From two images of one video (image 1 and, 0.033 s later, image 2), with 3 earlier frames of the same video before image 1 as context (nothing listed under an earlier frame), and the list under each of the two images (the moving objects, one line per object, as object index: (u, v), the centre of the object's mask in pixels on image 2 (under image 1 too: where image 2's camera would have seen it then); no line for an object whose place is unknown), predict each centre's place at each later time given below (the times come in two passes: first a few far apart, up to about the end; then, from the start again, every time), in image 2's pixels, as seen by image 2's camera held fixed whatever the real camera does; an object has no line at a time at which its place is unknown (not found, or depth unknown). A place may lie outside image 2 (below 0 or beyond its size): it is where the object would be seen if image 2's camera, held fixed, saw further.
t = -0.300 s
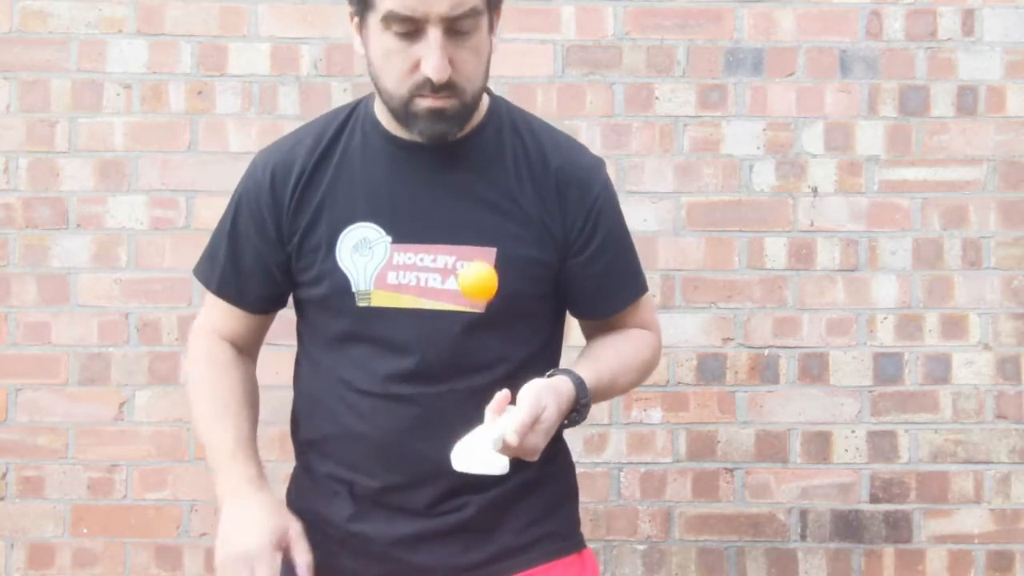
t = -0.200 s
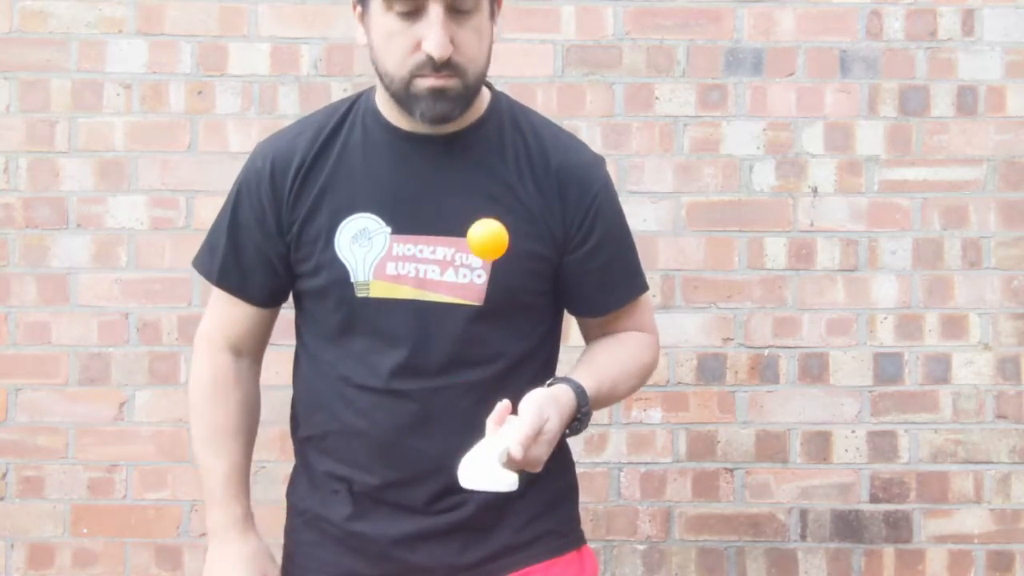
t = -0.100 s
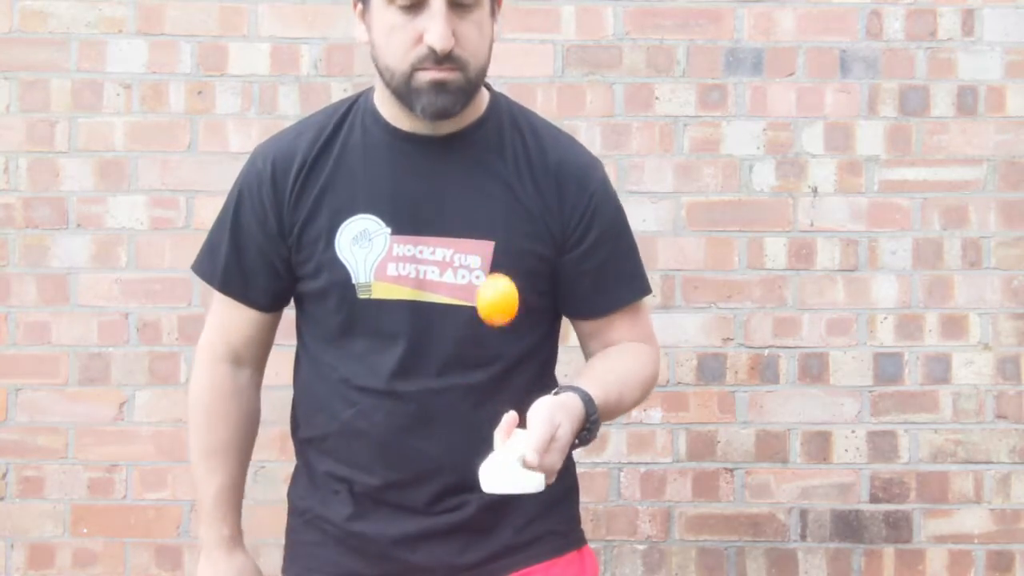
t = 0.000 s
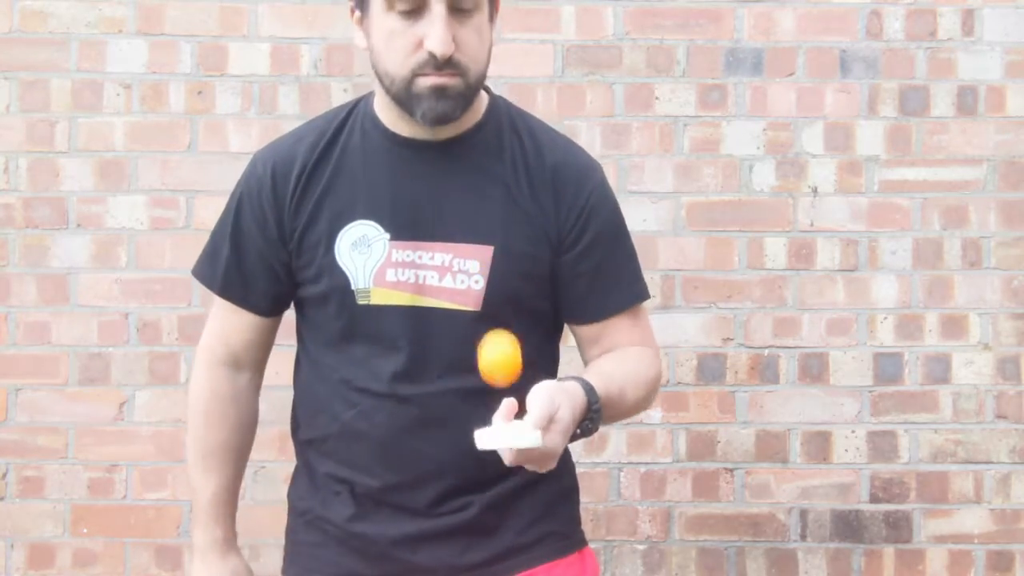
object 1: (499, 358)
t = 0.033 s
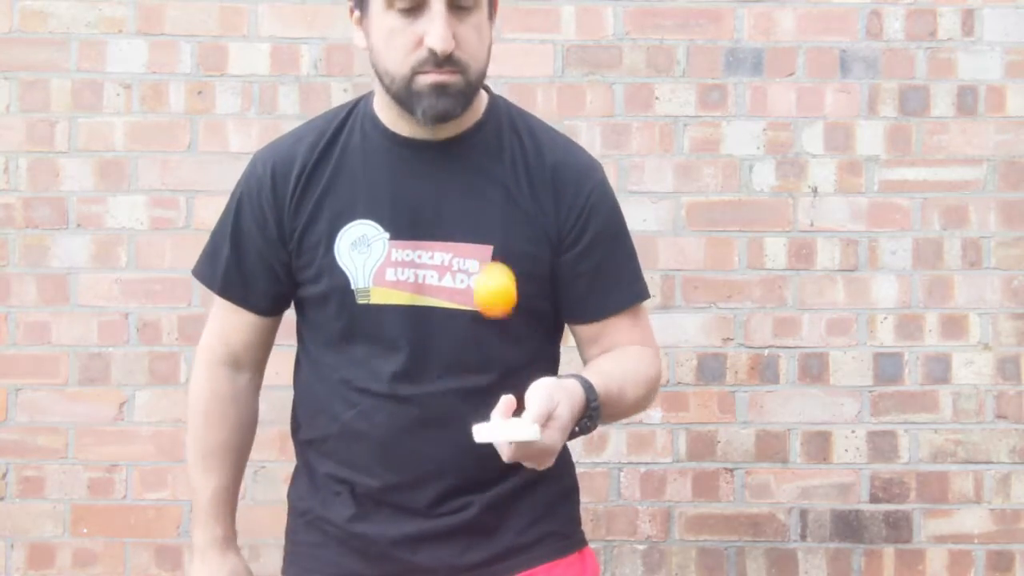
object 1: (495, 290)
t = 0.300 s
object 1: (447, 134)
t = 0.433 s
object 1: (422, 359)
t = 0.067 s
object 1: (489, 230)
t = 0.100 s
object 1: (483, 183)
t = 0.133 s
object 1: (477, 146)
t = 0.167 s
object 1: (471, 121)
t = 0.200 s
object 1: (466, 107)
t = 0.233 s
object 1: (460, 103)
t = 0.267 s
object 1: (453, 112)
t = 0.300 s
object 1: (447, 134)
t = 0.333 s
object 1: (442, 169)
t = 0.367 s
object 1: (435, 215)
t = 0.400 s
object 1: (427, 282)
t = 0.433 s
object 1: (422, 359)
